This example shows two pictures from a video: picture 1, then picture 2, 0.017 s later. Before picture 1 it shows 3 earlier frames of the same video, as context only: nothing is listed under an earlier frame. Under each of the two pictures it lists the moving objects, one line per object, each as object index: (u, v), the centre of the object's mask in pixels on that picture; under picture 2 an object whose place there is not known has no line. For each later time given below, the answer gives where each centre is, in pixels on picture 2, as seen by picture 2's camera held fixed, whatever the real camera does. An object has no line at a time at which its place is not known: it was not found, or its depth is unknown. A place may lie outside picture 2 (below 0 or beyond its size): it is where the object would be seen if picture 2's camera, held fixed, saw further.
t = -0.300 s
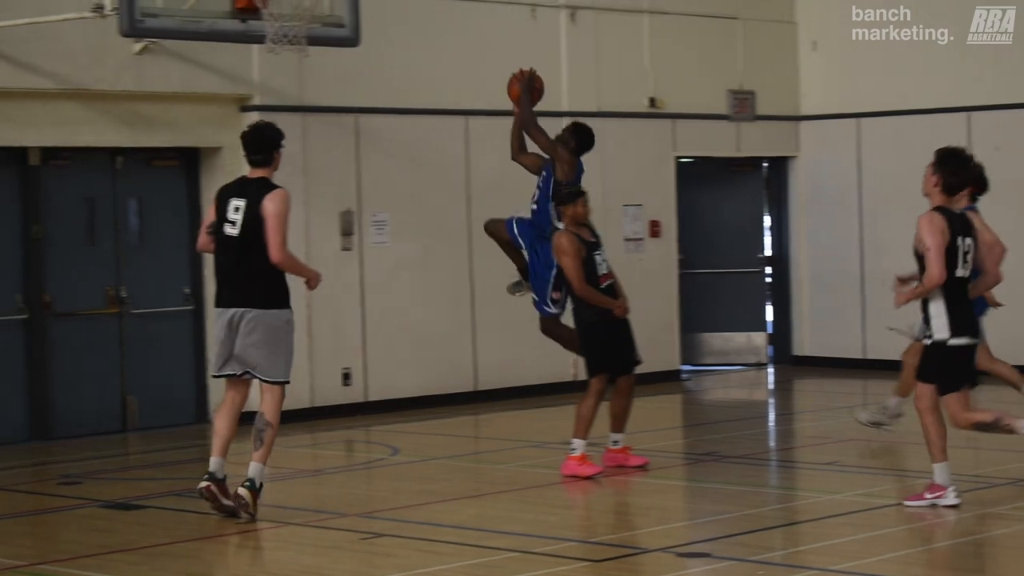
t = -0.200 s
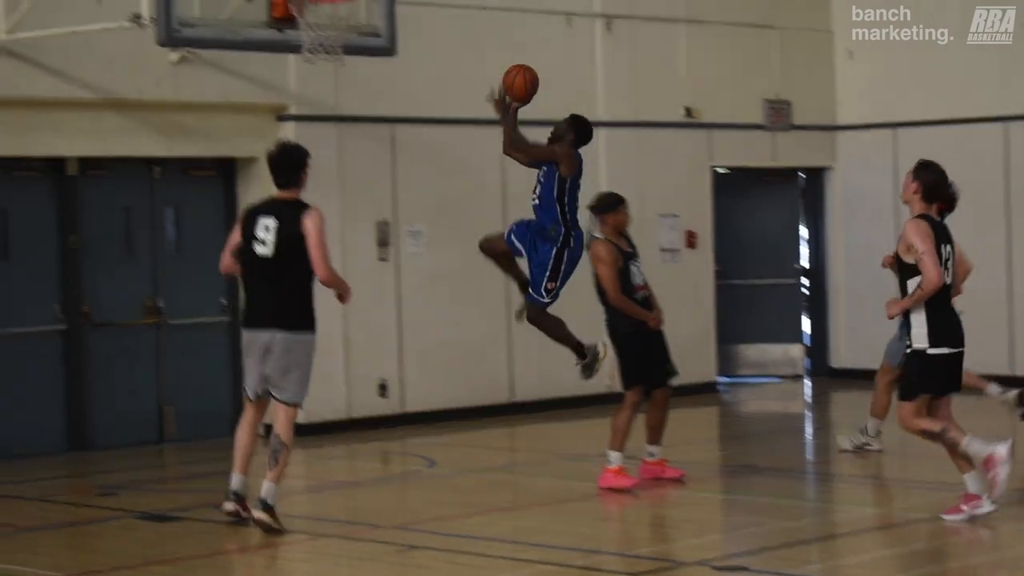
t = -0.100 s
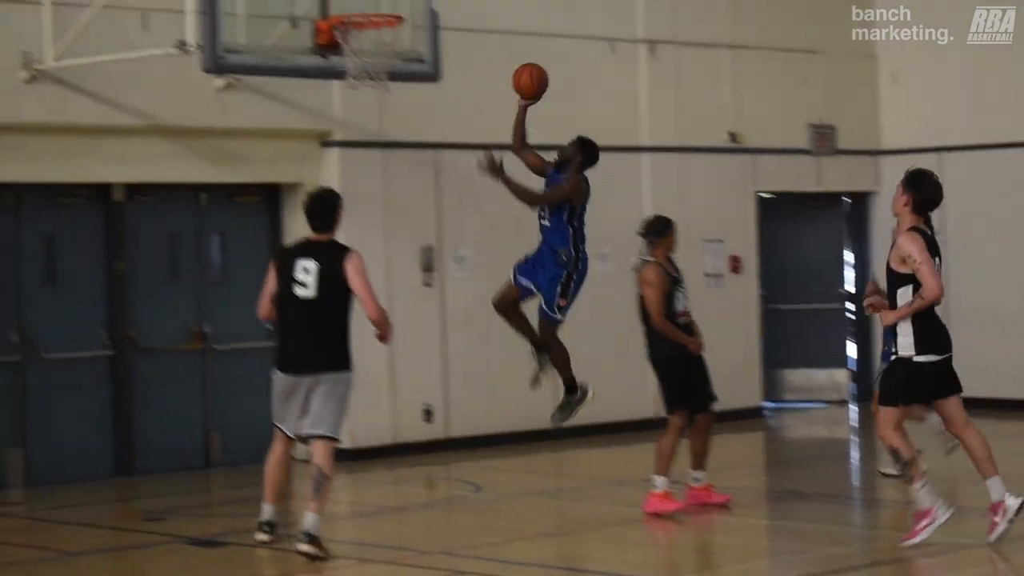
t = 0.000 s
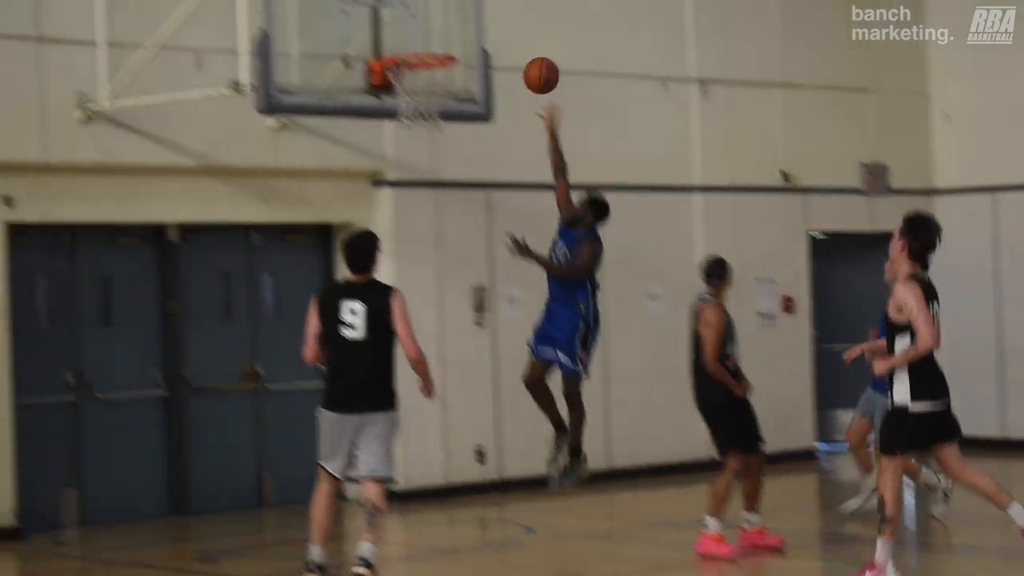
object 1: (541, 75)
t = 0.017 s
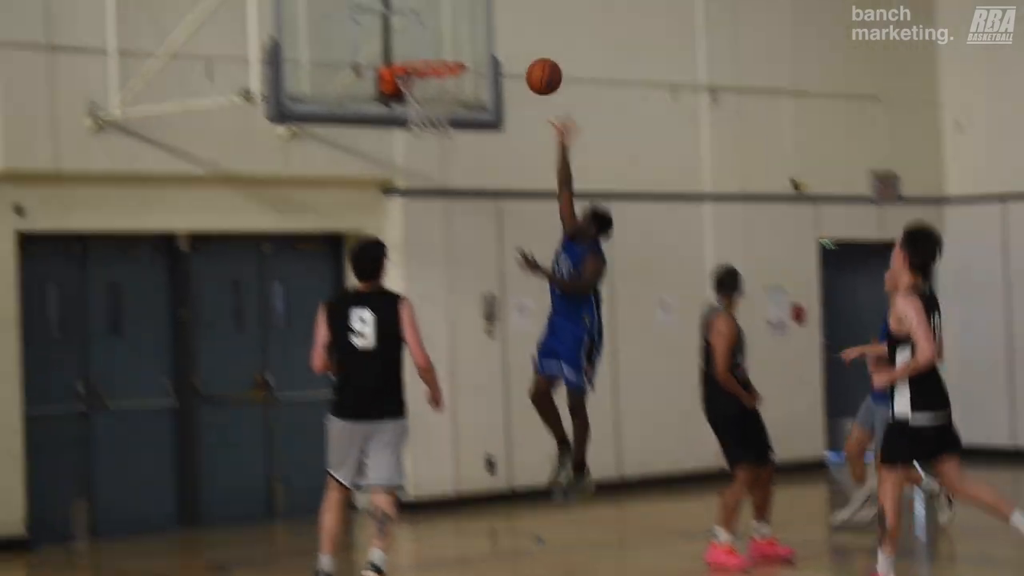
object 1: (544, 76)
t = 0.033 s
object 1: (535, 70)
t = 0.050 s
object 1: (528, 63)
